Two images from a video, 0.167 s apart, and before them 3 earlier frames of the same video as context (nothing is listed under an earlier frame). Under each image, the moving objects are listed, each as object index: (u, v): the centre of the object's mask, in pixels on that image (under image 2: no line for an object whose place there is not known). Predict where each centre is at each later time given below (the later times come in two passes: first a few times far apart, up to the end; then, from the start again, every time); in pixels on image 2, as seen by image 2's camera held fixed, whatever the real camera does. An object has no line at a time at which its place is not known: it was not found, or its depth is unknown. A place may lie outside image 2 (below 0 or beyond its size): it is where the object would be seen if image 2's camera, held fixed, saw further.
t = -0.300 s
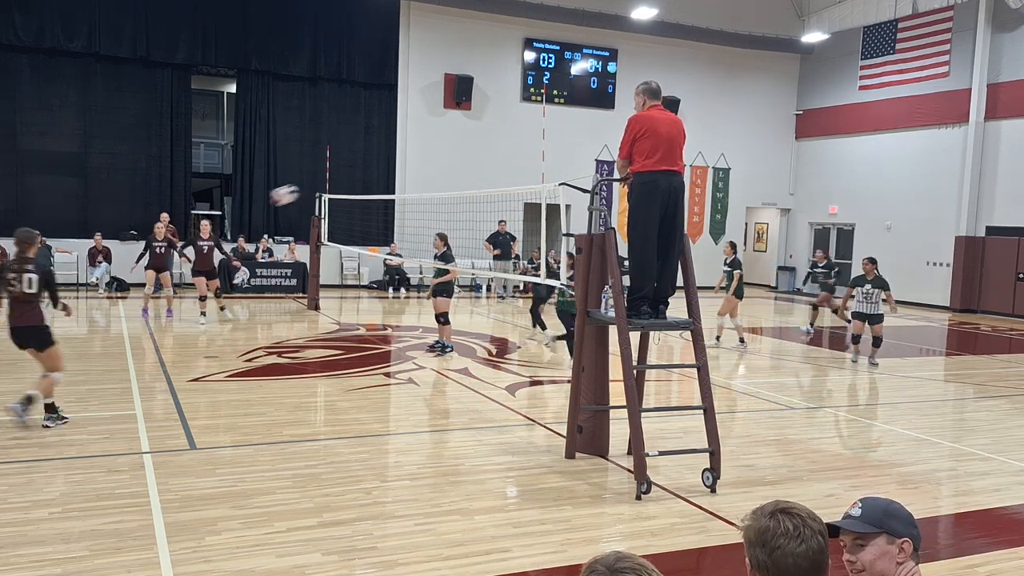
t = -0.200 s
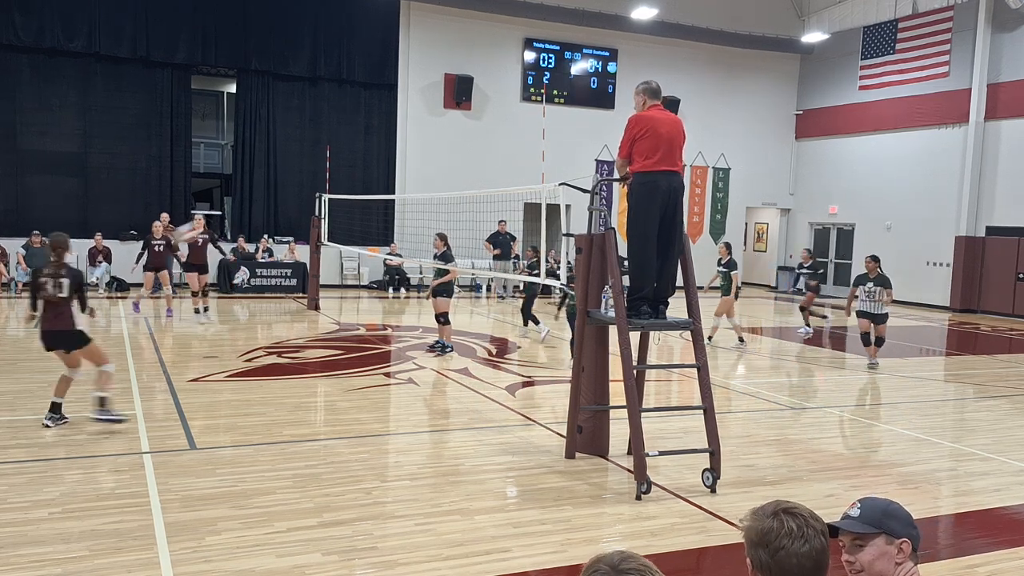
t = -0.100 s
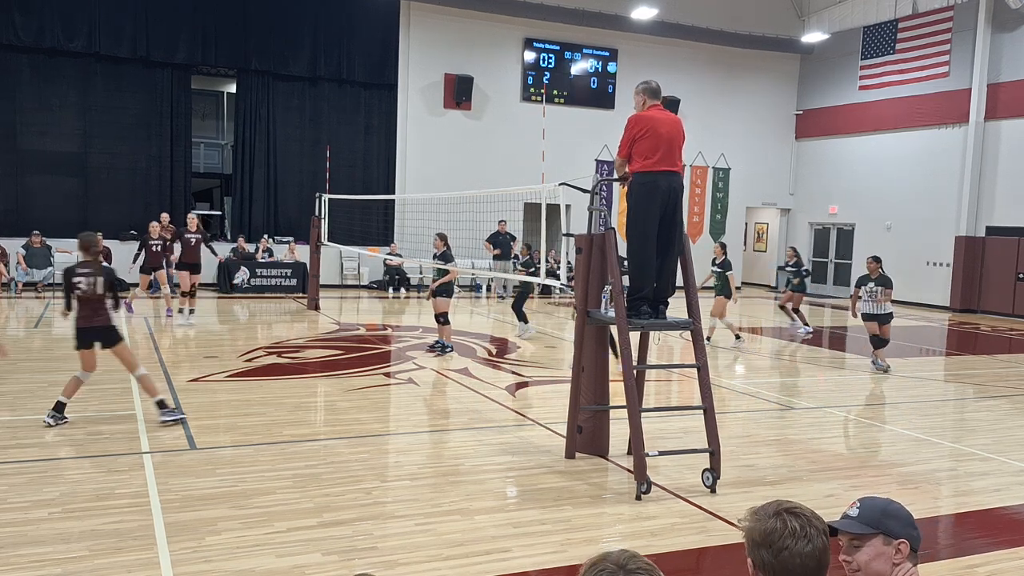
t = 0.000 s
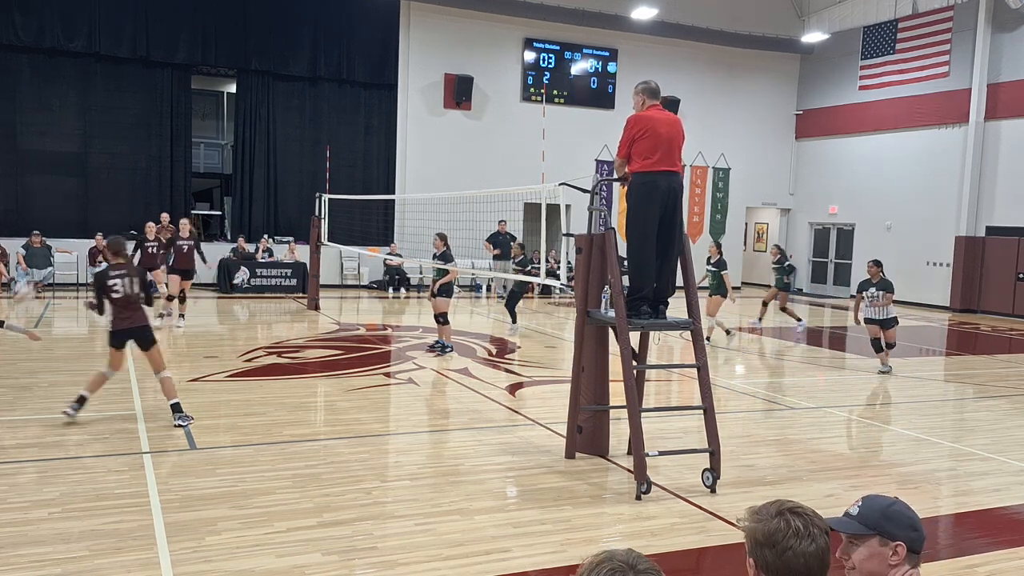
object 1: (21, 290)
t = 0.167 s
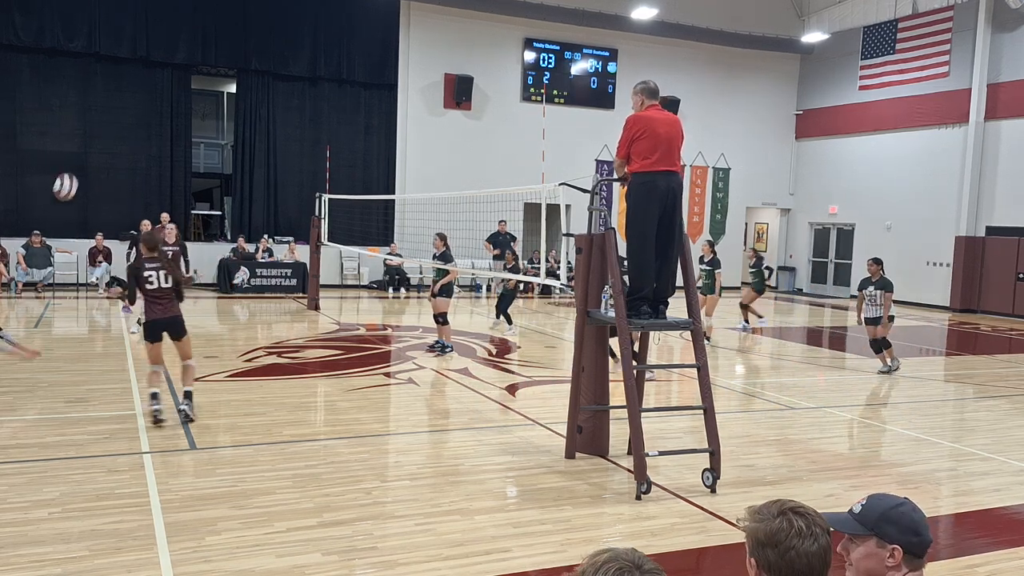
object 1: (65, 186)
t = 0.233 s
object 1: (81, 151)
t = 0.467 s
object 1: (133, 60)
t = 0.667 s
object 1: (176, 22)
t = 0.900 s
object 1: (225, 24)
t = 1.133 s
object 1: (272, 78)
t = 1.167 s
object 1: (279, 89)
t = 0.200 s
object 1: (73, 168)
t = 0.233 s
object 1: (81, 151)
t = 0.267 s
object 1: (89, 135)
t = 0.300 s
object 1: (96, 120)
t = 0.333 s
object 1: (104, 106)
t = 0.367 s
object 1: (111, 93)
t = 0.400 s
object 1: (119, 81)
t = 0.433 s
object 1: (126, 70)
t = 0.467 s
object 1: (133, 60)
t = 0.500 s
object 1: (140, 51)
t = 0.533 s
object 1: (148, 43)
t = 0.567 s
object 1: (155, 36)
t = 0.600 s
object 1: (162, 30)
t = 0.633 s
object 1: (169, 25)
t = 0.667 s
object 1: (176, 22)
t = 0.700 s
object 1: (183, 19)
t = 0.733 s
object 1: (190, 17)
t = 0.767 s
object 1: (197, 16)
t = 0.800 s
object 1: (204, 17)
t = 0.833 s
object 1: (211, 19)
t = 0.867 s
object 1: (218, 21)
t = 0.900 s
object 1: (225, 24)
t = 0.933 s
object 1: (232, 29)
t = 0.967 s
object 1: (239, 35)
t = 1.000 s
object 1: (246, 42)
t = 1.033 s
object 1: (252, 49)
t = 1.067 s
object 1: (259, 58)
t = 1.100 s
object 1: (266, 68)
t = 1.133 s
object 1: (272, 78)
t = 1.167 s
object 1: (279, 89)
